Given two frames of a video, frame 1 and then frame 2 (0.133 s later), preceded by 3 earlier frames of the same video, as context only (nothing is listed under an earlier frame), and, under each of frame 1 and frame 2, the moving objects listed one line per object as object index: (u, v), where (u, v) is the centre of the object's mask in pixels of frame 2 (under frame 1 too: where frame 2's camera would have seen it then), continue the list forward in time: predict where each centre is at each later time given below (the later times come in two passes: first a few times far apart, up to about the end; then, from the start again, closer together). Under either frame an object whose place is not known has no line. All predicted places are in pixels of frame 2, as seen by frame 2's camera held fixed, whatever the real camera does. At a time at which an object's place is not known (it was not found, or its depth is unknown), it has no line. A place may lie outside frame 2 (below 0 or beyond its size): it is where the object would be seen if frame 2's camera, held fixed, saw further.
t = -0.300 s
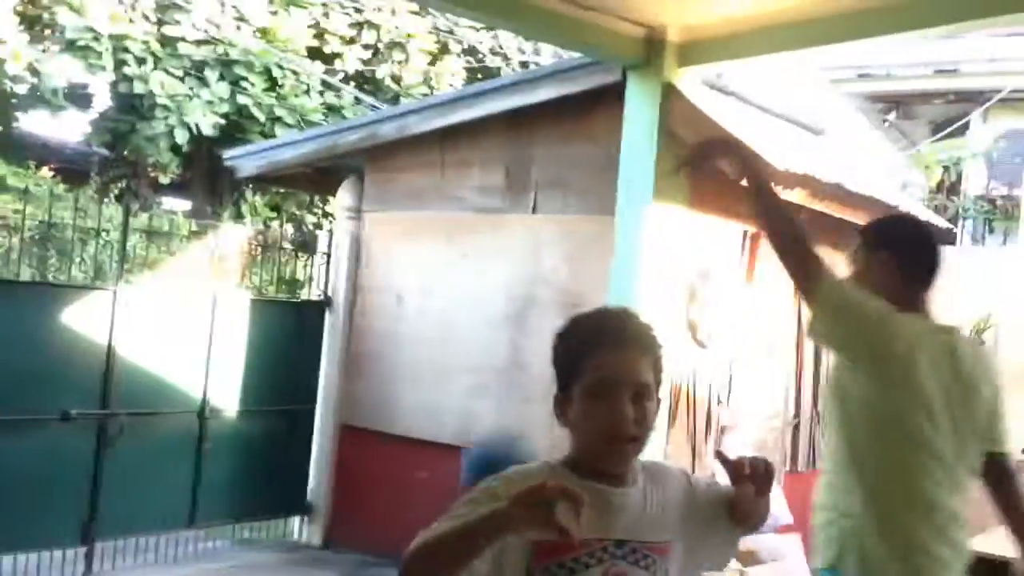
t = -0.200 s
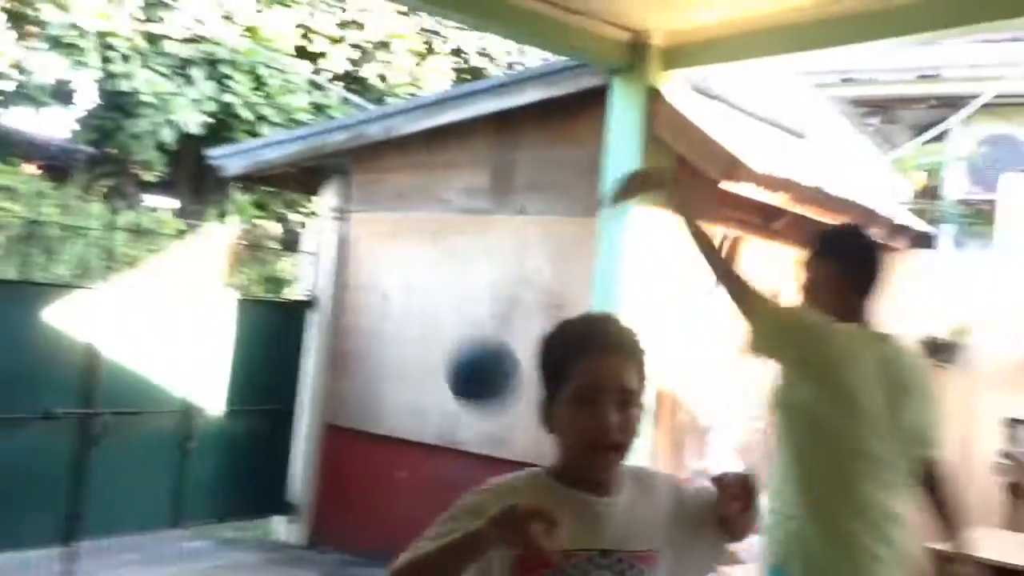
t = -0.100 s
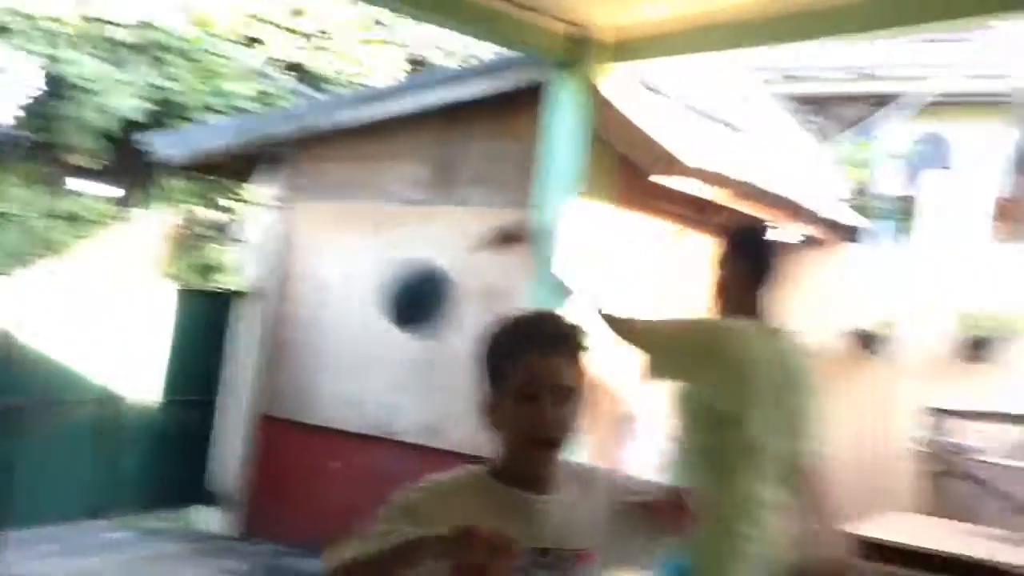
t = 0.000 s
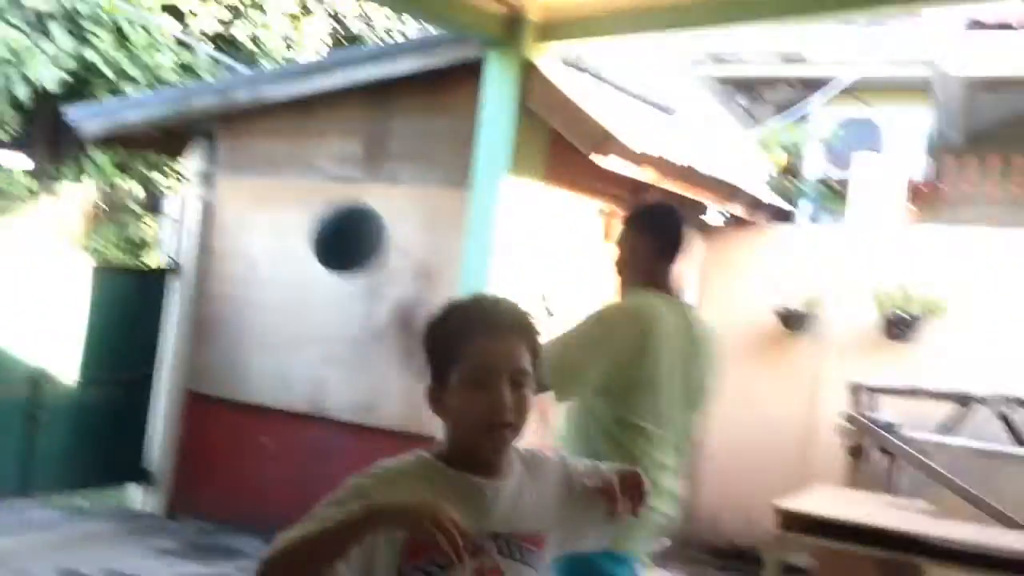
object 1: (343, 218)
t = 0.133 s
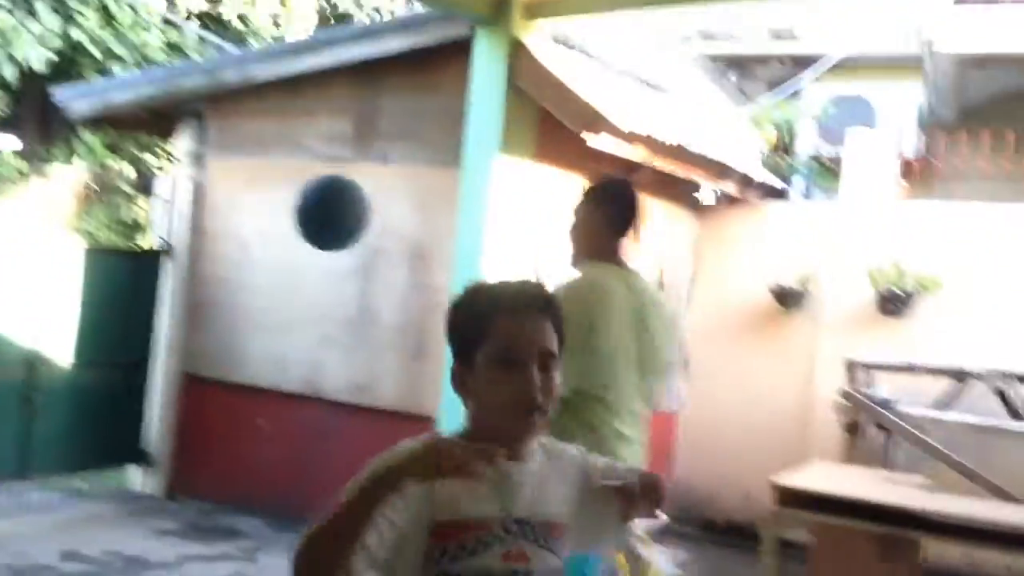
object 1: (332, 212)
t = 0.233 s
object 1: (321, 243)
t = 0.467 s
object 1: (288, 436)
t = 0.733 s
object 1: (245, 535)
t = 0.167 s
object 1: (330, 219)
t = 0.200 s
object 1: (326, 229)
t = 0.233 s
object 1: (321, 243)
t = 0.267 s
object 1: (316, 260)
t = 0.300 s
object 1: (313, 280)
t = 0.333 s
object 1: (308, 304)
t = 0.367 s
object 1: (304, 332)
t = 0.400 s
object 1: (299, 365)
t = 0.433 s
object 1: (293, 399)
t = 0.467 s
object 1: (288, 436)
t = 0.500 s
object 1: (280, 478)
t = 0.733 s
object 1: (245, 535)
